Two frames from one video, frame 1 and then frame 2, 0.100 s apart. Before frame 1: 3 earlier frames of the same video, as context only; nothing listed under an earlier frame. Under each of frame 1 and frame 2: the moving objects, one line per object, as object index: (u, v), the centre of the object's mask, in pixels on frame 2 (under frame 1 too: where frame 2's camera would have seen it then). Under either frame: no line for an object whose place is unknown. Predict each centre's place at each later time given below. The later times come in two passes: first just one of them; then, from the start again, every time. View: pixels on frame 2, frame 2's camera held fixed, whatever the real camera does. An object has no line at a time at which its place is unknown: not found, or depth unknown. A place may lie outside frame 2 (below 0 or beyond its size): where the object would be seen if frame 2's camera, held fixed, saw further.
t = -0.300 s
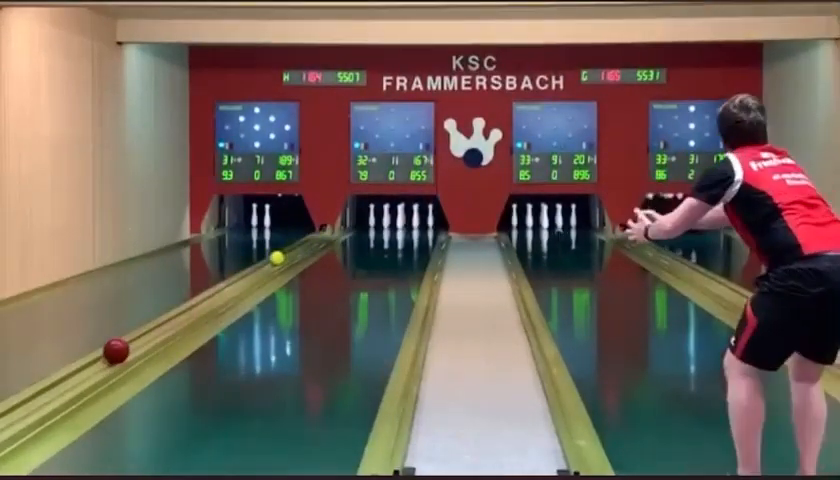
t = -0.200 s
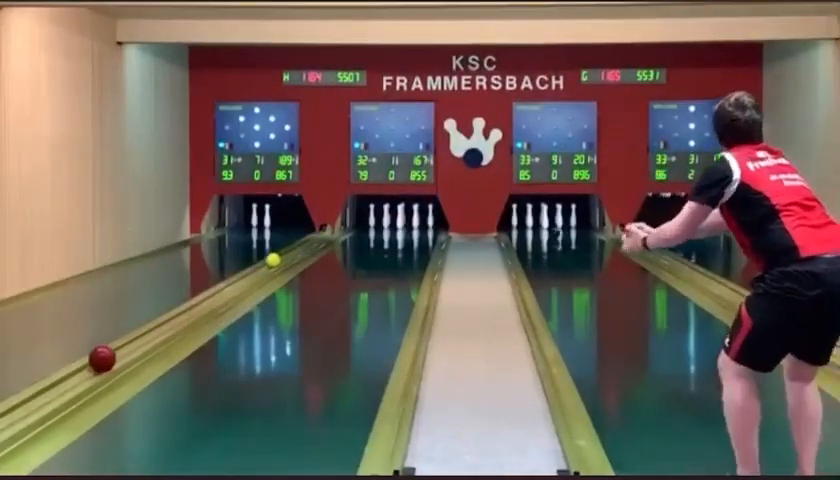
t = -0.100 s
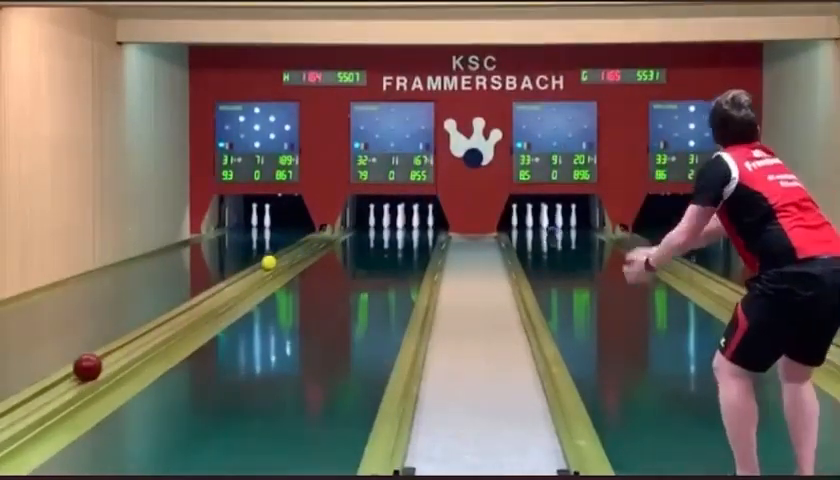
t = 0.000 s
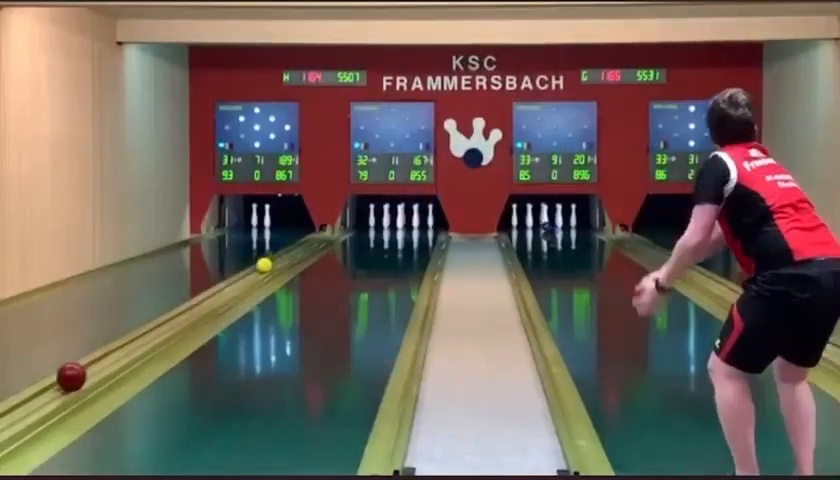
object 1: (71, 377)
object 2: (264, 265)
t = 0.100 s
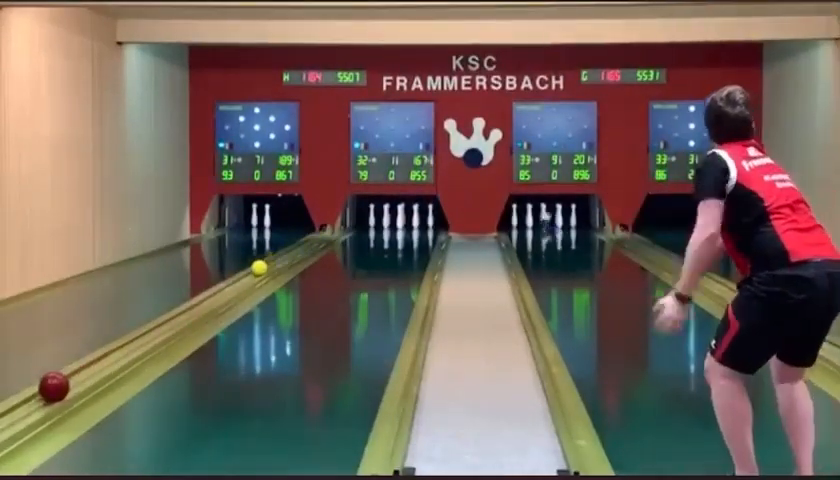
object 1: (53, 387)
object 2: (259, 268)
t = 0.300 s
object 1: (15, 409)
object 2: (249, 273)
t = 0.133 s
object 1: (47, 390)
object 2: (257, 269)
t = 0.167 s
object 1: (41, 394)
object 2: (256, 269)
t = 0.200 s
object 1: (35, 398)
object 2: (254, 271)
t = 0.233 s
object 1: (28, 401)
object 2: (253, 271)
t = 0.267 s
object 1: (21, 405)
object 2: (251, 272)
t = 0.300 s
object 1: (15, 409)
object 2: (249, 273)
